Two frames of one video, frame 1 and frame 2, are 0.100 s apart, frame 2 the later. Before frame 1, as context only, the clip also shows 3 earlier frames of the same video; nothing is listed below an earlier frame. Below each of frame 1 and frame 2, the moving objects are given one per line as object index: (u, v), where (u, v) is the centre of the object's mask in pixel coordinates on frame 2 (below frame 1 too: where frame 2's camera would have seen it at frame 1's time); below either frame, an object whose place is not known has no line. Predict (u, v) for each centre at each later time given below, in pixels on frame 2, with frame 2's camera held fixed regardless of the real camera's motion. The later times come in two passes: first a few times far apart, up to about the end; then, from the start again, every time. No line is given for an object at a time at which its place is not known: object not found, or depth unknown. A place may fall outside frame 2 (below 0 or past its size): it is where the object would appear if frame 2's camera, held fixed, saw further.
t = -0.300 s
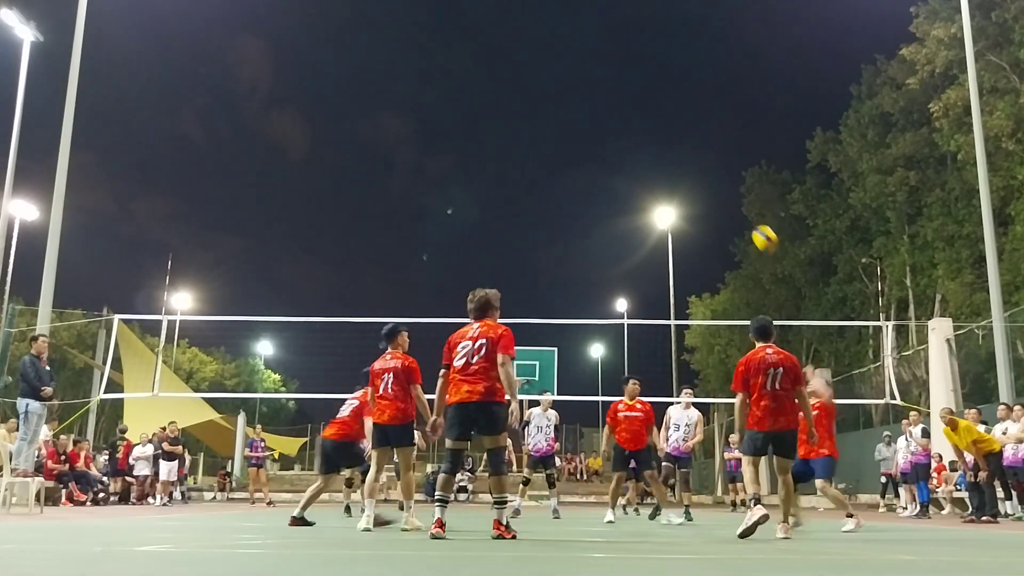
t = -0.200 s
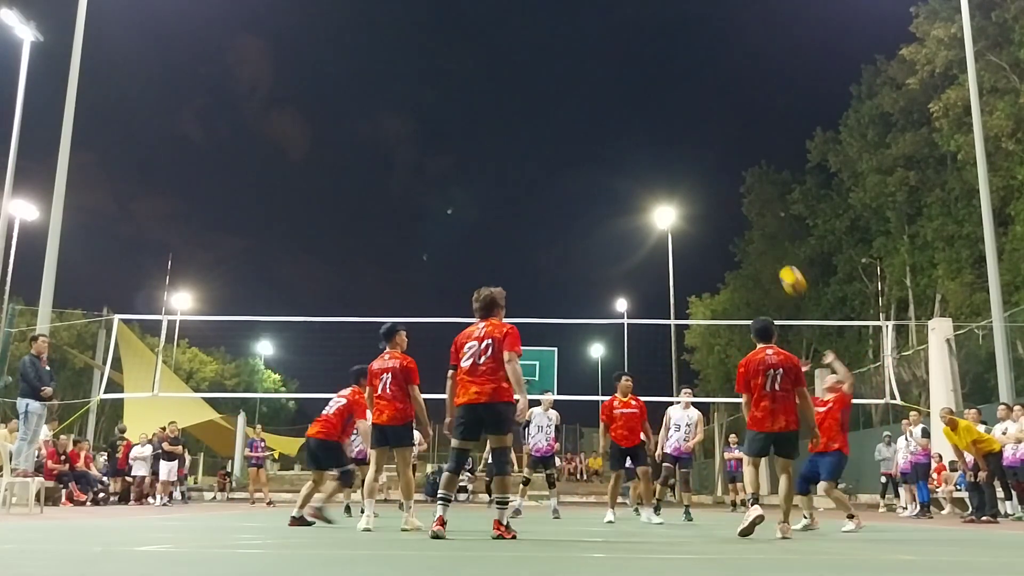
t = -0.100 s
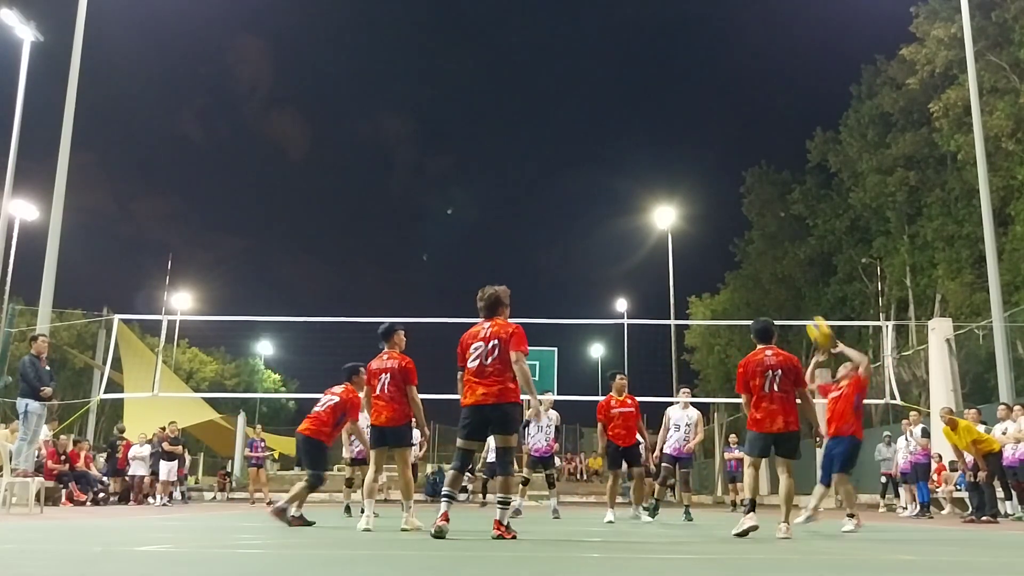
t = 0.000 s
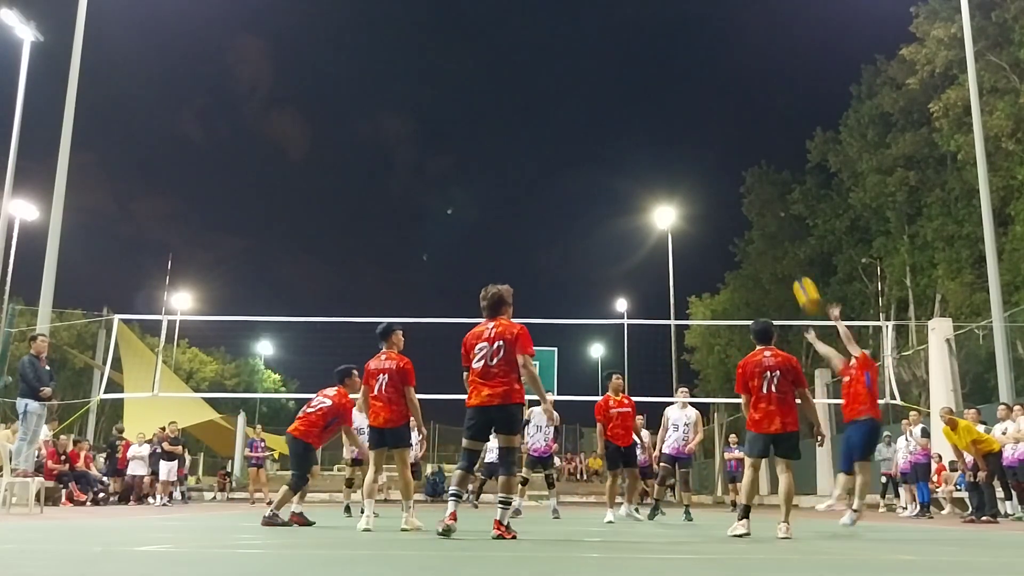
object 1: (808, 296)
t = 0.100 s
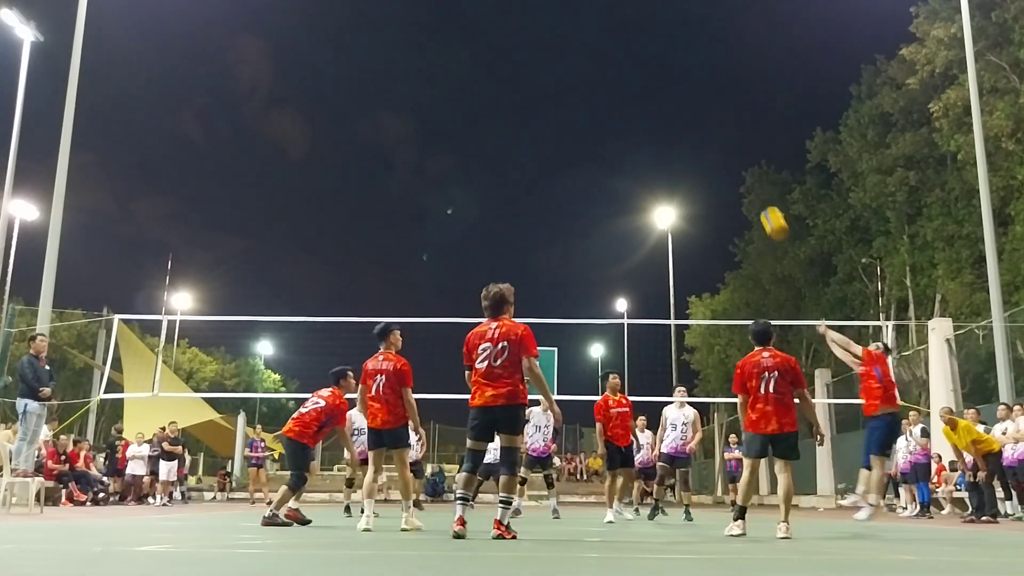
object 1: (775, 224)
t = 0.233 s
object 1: (734, 147)
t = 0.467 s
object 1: (670, 58)
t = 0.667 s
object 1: (621, 23)
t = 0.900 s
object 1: (567, 24)
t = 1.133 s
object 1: (515, 70)
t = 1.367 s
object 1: (464, 160)
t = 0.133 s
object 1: (764, 203)
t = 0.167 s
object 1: (753, 182)
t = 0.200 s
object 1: (743, 164)
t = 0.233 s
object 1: (734, 147)
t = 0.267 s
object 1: (724, 131)
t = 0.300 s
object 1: (715, 116)
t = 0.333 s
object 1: (705, 102)
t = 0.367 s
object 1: (696, 90)
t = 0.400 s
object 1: (687, 78)
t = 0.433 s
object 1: (679, 67)
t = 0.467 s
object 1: (670, 58)
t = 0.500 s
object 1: (662, 50)
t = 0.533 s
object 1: (653, 42)
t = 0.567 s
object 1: (645, 36)
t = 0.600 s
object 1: (637, 31)
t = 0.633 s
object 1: (629, 26)
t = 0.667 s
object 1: (621, 23)
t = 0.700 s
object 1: (613, 20)
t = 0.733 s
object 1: (605, 18)
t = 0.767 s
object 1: (597, 17)
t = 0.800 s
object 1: (590, 18)
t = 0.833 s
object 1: (582, 19)
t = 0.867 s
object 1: (574, 21)
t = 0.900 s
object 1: (567, 24)
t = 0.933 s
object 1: (559, 28)
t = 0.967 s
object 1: (552, 32)
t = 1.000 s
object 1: (544, 38)
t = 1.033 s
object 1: (537, 44)
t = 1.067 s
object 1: (529, 52)
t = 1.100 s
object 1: (522, 60)
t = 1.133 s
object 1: (515, 70)
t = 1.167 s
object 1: (507, 80)
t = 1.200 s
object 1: (500, 91)
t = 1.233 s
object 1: (493, 103)
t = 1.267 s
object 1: (485, 116)
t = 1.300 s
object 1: (478, 130)
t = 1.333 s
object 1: (471, 145)
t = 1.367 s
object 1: (464, 160)
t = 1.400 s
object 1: (457, 177)
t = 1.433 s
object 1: (450, 195)
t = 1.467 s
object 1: (442, 213)
